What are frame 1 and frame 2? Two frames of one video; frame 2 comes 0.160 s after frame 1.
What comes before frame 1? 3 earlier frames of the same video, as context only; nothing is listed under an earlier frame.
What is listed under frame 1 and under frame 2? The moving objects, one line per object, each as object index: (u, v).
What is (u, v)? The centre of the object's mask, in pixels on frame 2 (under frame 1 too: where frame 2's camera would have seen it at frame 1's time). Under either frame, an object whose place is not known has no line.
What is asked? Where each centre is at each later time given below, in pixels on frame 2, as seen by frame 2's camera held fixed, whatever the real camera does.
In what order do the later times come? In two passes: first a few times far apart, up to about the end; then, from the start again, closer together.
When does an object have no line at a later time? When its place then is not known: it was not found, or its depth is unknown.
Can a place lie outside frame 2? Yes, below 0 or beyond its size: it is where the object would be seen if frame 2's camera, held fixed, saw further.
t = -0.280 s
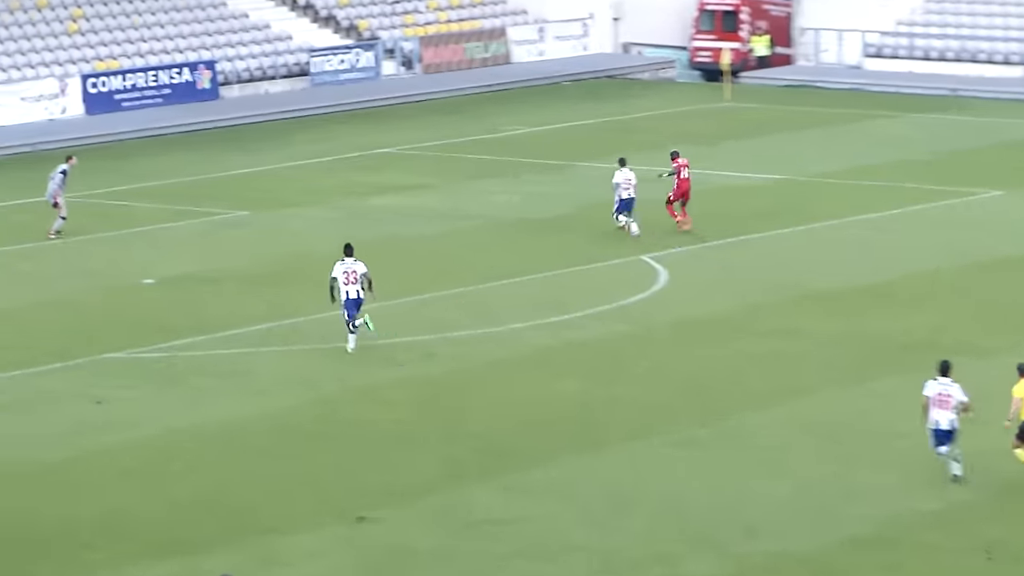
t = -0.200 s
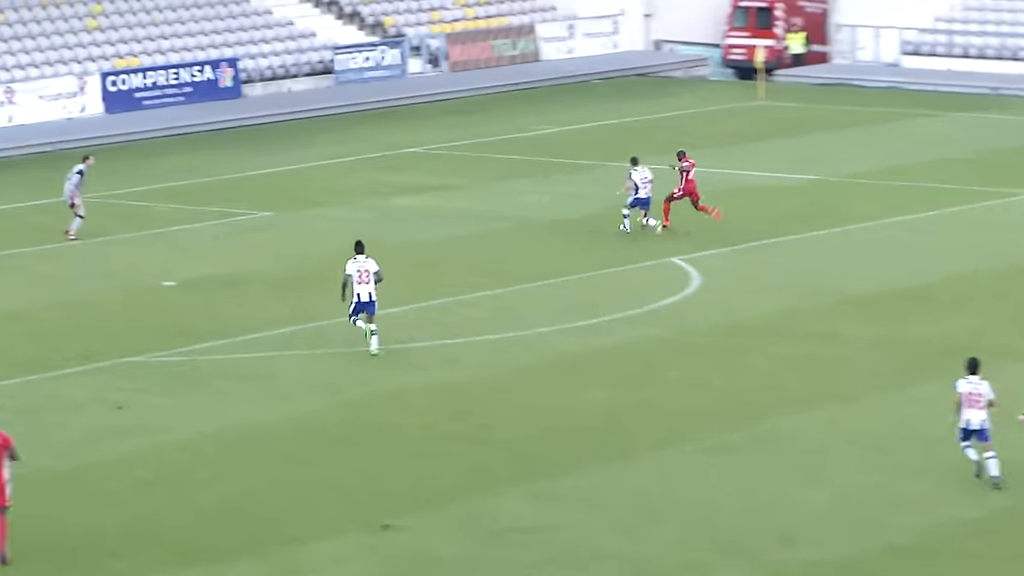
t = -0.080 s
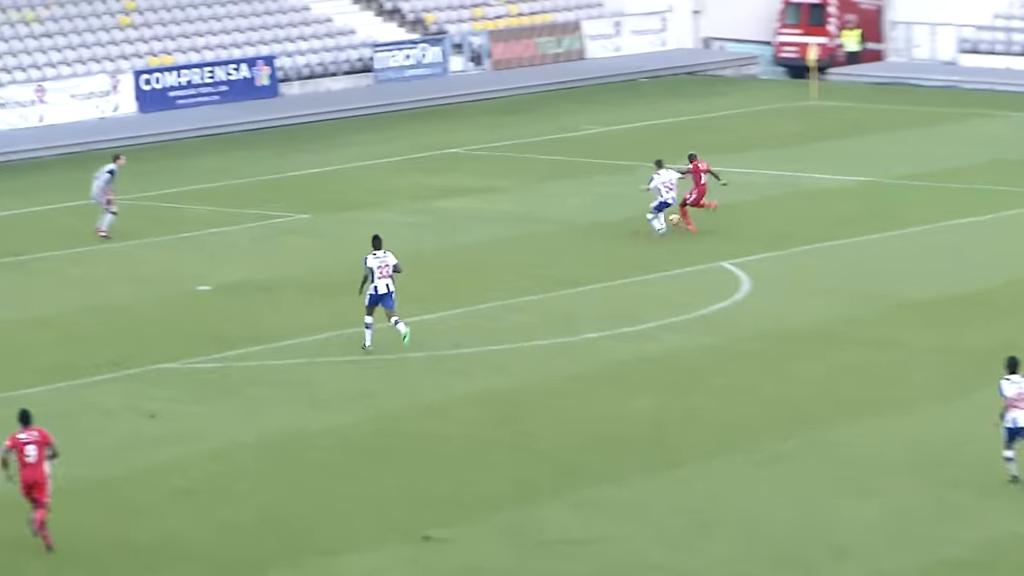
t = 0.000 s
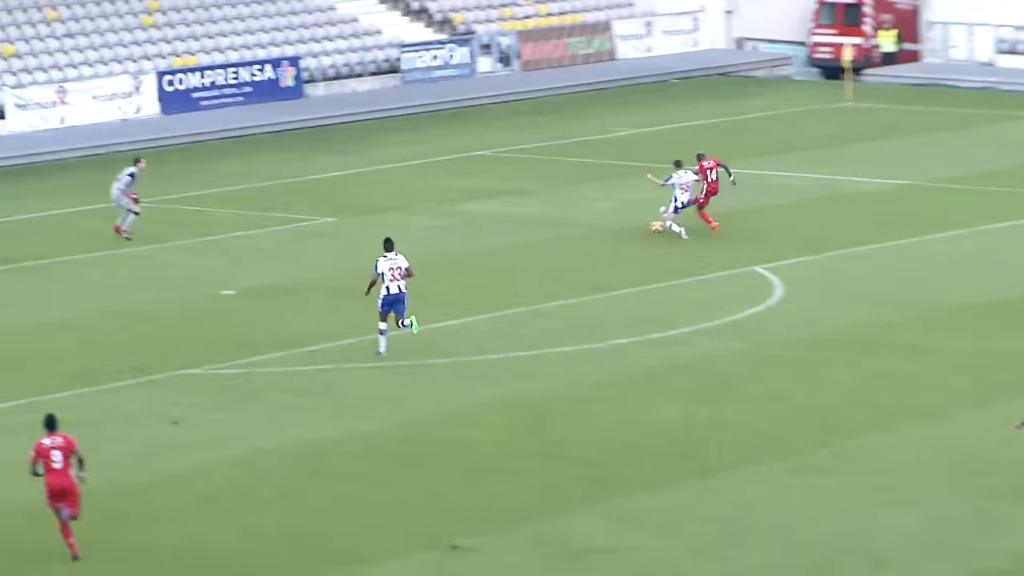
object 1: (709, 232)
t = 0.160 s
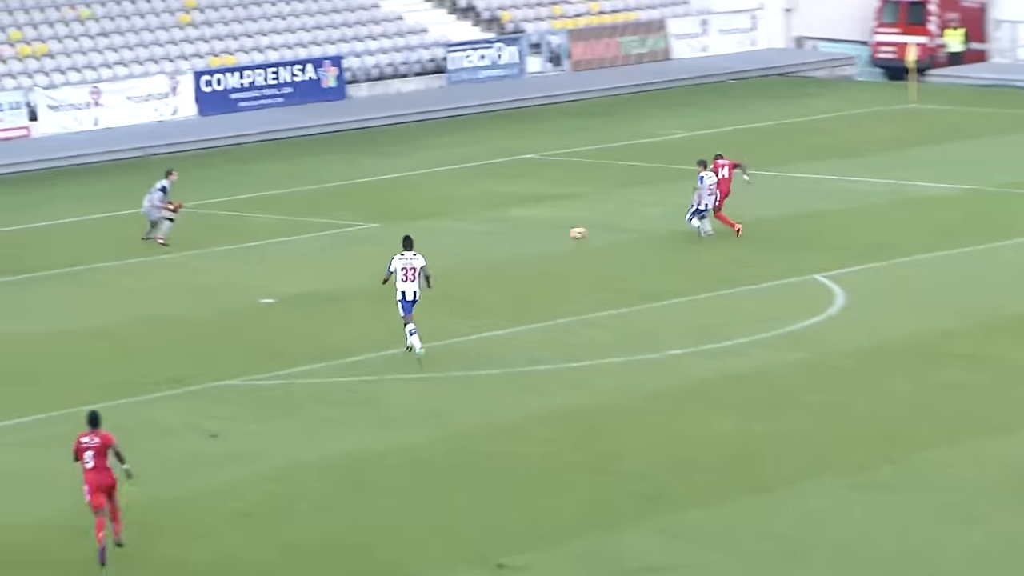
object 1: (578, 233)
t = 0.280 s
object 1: (484, 245)
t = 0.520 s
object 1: (309, 255)
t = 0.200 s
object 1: (546, 236)
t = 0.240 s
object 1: (514, 241)
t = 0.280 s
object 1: (484, 245)
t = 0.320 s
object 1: (455, 244)
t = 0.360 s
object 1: (424, 244)
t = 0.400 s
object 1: (395, 245)
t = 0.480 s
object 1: (337, 251)
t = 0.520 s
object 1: (309, 255)
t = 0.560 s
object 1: (284, 252)
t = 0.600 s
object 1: (257, 250)
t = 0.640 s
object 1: (232, 249)
